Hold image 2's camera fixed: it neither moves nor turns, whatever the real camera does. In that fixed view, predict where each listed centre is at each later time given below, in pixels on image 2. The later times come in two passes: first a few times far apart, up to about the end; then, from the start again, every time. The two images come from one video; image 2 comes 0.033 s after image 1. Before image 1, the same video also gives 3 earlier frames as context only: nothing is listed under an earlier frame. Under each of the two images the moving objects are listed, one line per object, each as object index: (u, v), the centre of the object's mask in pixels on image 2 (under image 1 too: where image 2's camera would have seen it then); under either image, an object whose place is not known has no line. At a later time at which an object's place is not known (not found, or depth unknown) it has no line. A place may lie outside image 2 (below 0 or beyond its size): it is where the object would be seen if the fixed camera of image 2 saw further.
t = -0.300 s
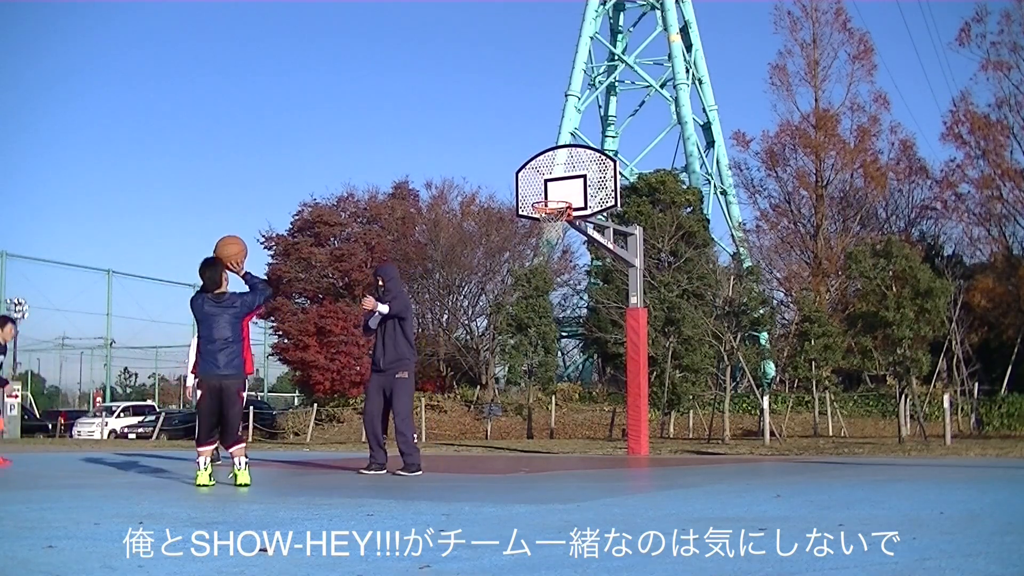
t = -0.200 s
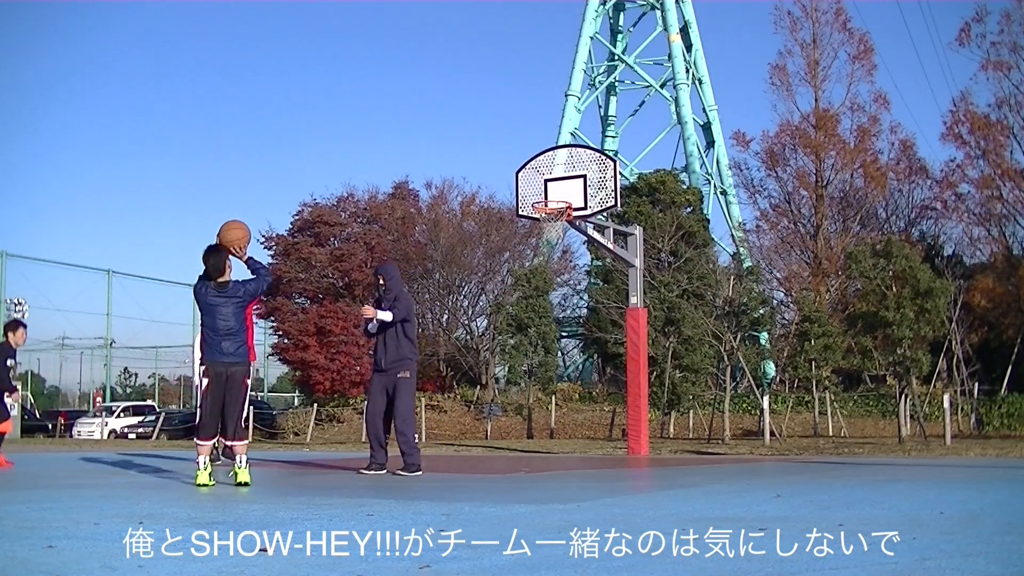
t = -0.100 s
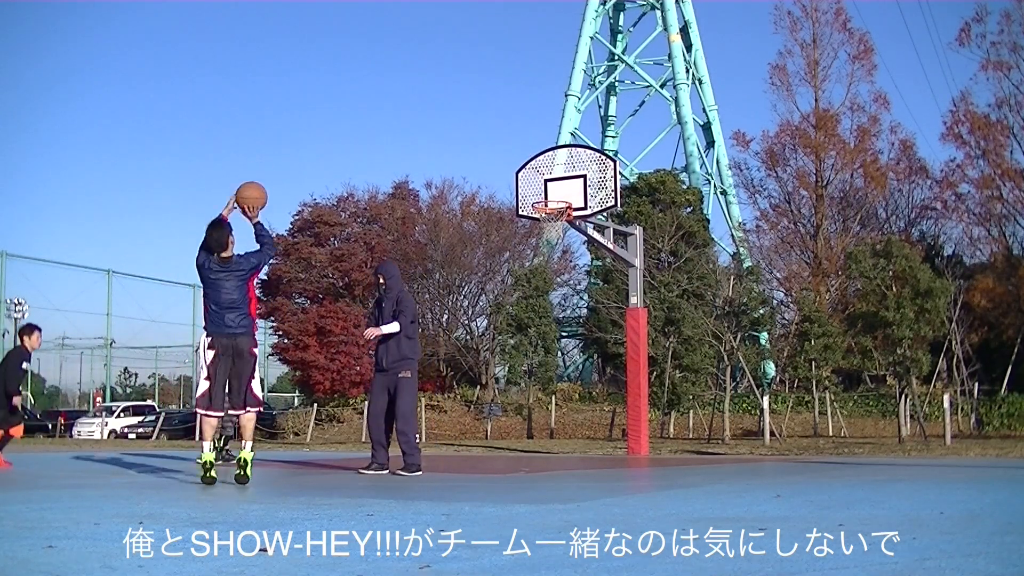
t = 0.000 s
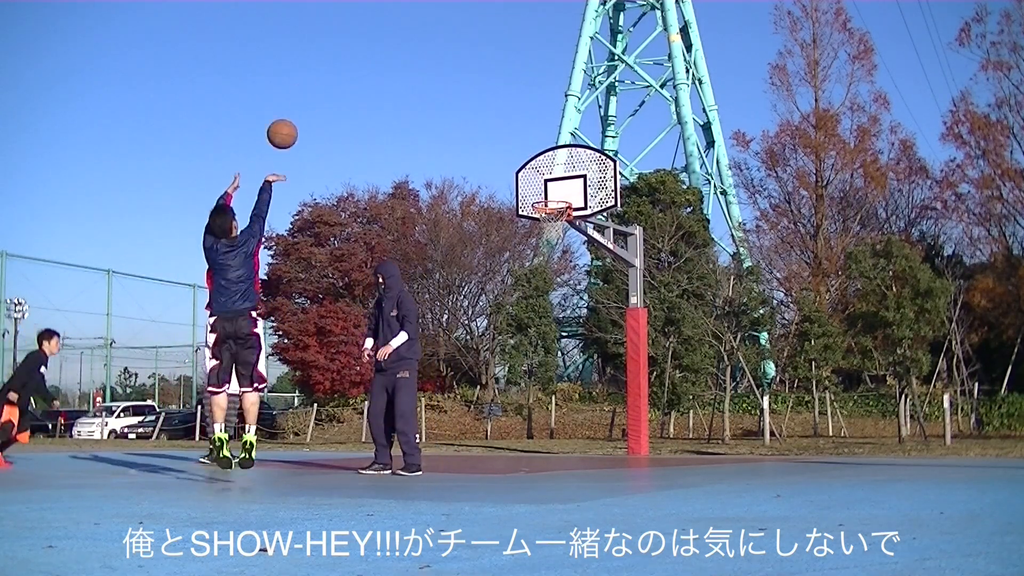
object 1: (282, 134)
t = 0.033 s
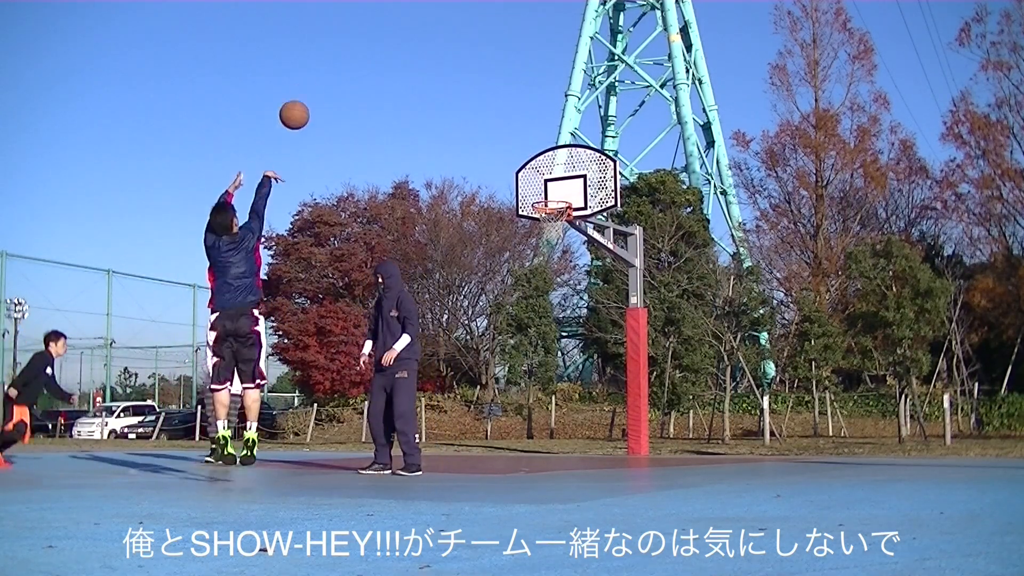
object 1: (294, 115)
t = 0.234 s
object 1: (359, 38)
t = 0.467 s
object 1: (421, 13)
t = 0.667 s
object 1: (466, 32)
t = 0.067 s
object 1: (306, 98)
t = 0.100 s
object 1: (317, 82)
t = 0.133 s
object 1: (328, 69)
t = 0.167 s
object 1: (339, 57)
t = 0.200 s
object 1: (349, 47)
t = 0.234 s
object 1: (359, 38)
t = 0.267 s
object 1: (368, 31)
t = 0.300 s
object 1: (378, 24)
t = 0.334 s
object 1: (387, 20)
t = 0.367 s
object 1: (396, 16)
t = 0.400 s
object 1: (404, 14)
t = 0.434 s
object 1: (413, 13)
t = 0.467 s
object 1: (421, 13)
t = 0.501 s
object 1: (429, 13)
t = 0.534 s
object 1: (436, 15)
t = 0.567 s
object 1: (444, 18)
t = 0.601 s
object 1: (451, 22)
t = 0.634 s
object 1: (459, 27)
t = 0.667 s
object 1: (466, 32)
